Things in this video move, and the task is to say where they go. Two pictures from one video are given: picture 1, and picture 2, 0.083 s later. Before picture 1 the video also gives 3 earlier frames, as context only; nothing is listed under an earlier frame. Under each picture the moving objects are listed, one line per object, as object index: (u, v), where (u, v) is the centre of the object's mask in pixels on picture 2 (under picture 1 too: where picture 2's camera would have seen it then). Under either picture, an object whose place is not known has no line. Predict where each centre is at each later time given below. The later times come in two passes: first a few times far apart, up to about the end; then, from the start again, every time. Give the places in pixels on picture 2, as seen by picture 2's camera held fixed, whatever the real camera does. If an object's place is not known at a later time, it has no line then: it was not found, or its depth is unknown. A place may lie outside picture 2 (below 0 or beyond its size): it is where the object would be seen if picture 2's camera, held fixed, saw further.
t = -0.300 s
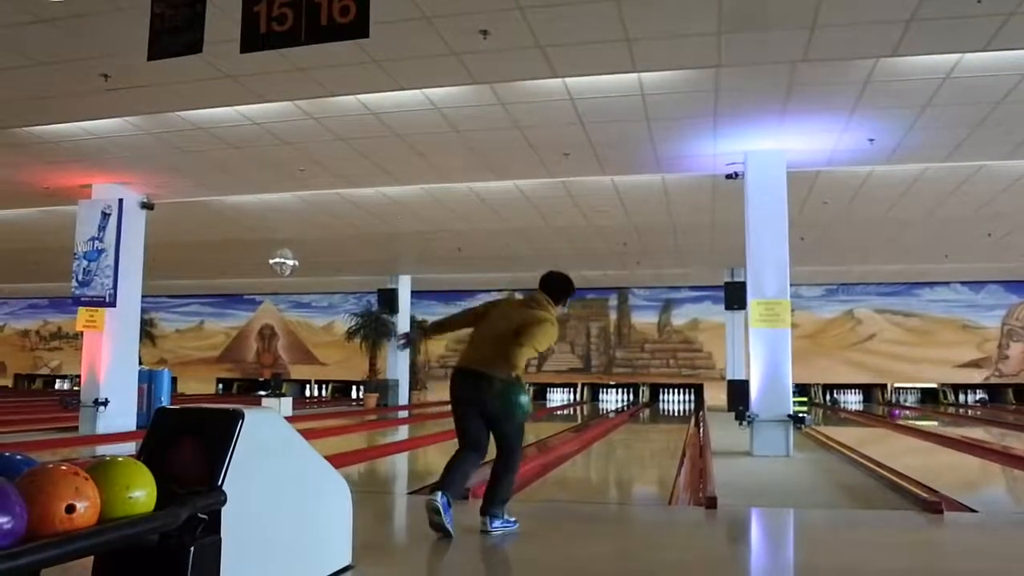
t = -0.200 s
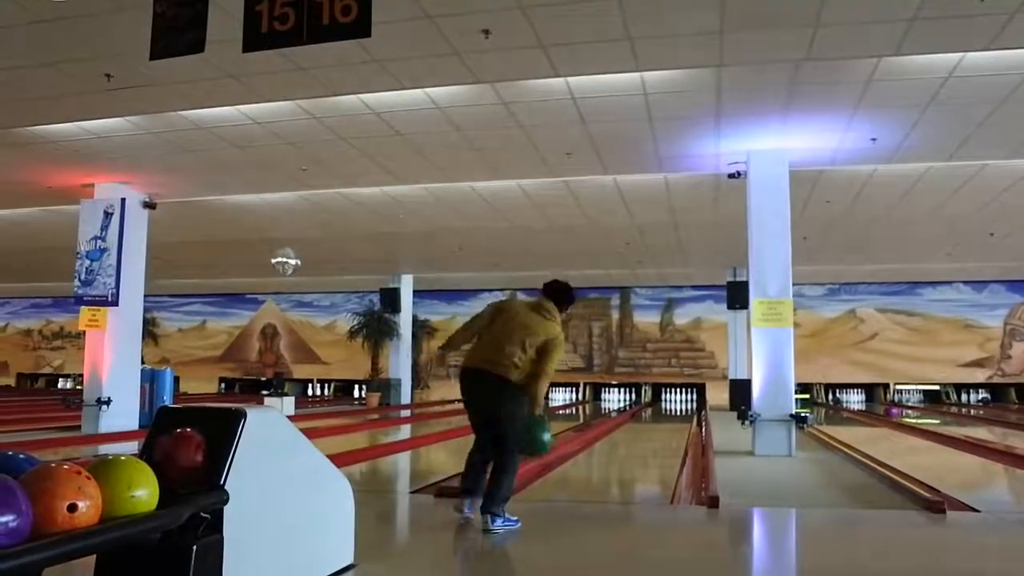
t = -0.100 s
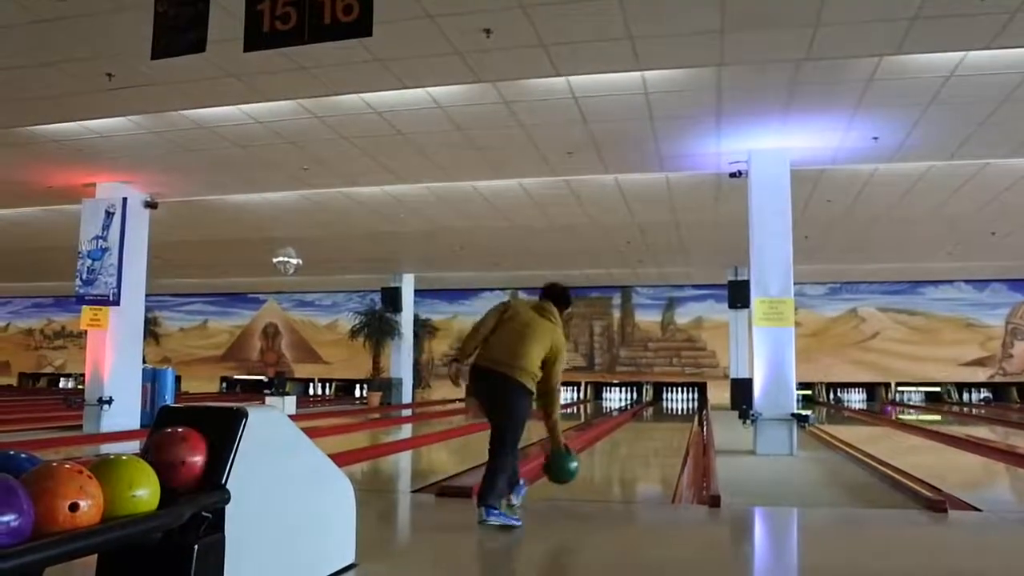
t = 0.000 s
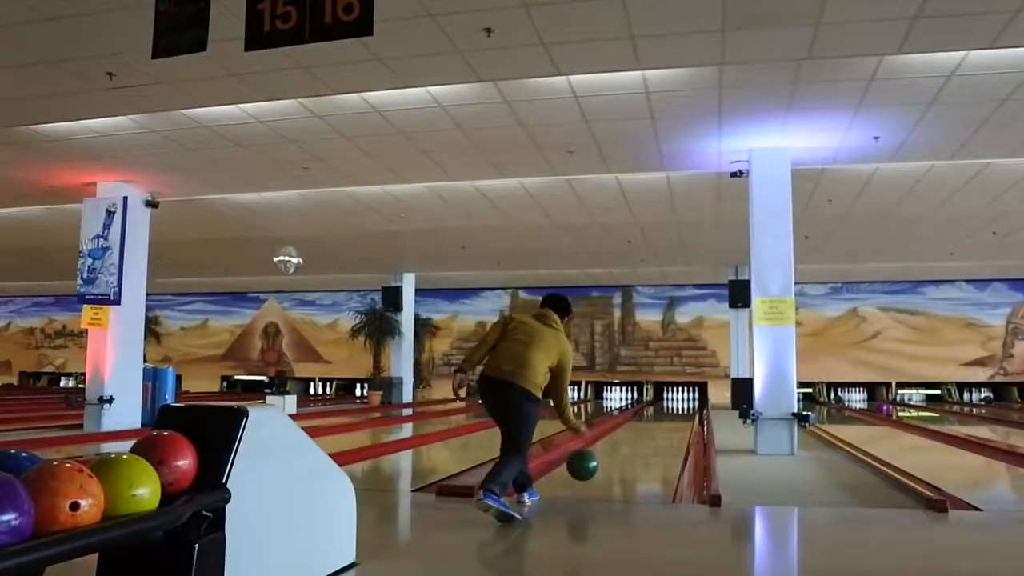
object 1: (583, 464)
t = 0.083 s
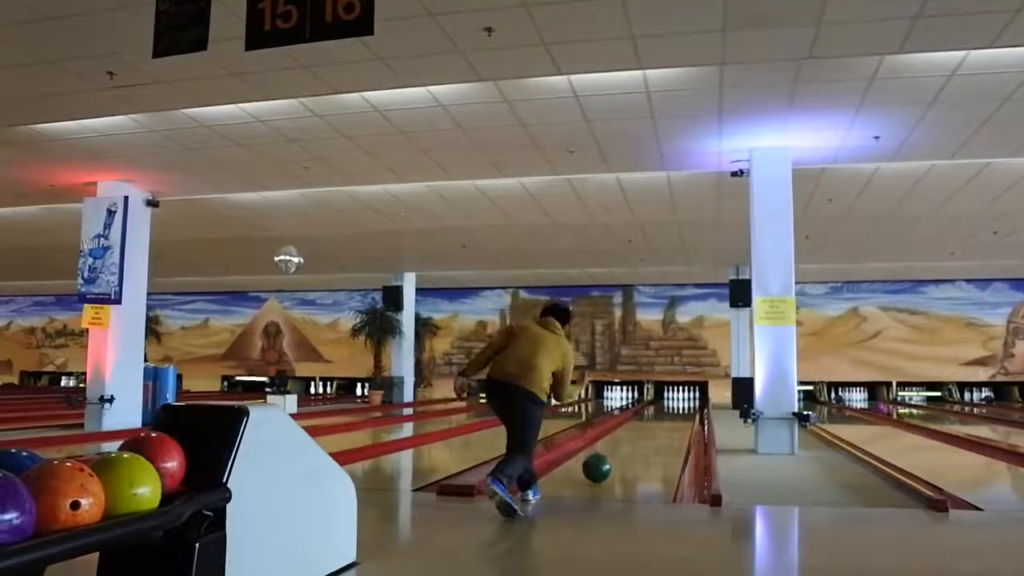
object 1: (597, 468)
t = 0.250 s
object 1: (617, 452)
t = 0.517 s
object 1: (638, 434)
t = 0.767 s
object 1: (651, 424)
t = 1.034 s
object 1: (661, 417)
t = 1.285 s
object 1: (663, 411)
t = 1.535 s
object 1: (673, 408)
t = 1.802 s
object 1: (679, 404)
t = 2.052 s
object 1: (681, 400)
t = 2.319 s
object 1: (685, 397)
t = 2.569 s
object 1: (688, 396)
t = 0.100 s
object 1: (598, 467)
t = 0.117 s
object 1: (601, 464)
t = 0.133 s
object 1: (602, 462)
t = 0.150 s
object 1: (605, 460)
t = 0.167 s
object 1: (607, 459)
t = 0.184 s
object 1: (609, 458)
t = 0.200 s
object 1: (611, 457)
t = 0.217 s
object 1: (613, 455)
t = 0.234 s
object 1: (615, 453)
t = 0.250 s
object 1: (617, 452)
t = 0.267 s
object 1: (618, 450)
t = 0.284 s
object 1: (620, 449)
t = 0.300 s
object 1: (621, 448)
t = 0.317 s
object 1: (623, 447)
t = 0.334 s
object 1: (624, 446)
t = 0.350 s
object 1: (626, 444)
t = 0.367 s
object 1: (627, 443)
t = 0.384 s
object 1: (629, 442)
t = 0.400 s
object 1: (629, 441)
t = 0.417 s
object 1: (631, 440)
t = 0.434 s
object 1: (633, 438)
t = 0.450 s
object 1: (634, 437)
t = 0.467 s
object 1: (634, 437)
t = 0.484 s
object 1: (636, 436)
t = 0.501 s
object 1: (637, 435)
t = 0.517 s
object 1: (638, 434)
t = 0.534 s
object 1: (639, 433)
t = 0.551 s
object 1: (640, 432)
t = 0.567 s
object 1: (640, 432)
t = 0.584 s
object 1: (642, 431)
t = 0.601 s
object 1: (642, 430)
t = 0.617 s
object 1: (643, 430)
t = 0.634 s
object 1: (644, 429)
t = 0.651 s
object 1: (645, 429)
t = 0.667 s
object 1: (646, 428)
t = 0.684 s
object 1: (647, 426)
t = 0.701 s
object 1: (648, 426)
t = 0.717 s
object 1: (649, 425)
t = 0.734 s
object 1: (649, 425)
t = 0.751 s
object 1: (650, 425)
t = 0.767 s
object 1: (651, 424)
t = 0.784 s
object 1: (652, 423)
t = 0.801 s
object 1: (652, 423)
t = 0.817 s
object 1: (653, 422)
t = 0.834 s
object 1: (654, 422)
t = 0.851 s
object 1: (655, 421)
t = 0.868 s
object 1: (655, 421)
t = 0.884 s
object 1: (656, 420)
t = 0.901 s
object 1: (656, 420)
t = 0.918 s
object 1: (657, 419)
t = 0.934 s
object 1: (658, 419)
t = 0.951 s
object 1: (658, 419)
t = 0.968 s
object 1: (659, 418)
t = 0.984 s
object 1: (659, 419)
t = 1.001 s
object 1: (659, 418)
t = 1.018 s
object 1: (660, 417)
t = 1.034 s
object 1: (661, 417)
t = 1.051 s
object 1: (661, 416)
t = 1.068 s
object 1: (662, 415)
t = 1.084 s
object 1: (662, 415)
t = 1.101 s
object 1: (662, 415)
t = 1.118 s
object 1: (662, 415)
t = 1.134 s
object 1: (662, 415)
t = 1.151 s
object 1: (662, 414)
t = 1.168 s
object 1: (662, 413)
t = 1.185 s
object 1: (662, 413)
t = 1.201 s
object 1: (662, 413)
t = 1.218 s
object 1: (662, 412)
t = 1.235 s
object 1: (663, 412)
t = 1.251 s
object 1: (663, 412)
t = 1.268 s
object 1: (663, 412)
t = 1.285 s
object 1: (663, 411)
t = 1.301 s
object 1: (664, 411)
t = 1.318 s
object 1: (664, 411)
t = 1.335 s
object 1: (667, 411)
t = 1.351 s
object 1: (668, 411)
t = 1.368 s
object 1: (668, 411)
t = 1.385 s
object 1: (670, 412)
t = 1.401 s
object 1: (671, 409)
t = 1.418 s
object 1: (671, 408)
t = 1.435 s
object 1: (672, 408)
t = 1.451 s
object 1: (672, 408)
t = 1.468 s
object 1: (672, 408)
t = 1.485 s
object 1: (672, 408)
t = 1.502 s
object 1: (673, 408)
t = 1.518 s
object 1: (673, 408)
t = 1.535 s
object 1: (673, 408)
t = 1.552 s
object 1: (674, 407)
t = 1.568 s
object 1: (674, 407)
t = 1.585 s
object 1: (674, 407)
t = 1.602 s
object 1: (675, 406)
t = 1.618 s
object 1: (675, 406)
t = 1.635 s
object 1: (675, 406)
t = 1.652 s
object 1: (676, 404)
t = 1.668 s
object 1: (676, 405)
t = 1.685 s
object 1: (677, 404)
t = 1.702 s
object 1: (677, 404)
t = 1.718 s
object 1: (677, 404)
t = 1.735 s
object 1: (677, 404)
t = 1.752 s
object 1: (678, 404)
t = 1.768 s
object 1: (678, 404)
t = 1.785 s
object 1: (678, 404)
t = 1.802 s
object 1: (679, 404)
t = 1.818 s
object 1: (679, 404)
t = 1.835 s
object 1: (679, 404)
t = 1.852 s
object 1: (680, 403)
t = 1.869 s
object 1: (680, 402)
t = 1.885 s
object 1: (680, 402)
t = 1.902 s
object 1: (680, 402)
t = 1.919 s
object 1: (680, 402)
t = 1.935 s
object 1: (680, 402)
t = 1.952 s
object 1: (680, 402)
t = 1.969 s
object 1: (681, 401)
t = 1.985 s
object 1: (681, 401)
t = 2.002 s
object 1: (681, 400)
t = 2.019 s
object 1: (681, 400)
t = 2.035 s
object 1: (681, 400)
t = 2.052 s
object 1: (681, 400)
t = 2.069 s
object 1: (681, 400)
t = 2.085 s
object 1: (681, 400)
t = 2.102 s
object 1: (682, 400)
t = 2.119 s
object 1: (682, 399)
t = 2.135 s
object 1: (683, 399)
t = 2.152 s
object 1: (684, 399)
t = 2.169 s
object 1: (683, 399)
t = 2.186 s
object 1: (684, 398)
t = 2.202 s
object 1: (684, 398)
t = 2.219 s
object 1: (685, 398)
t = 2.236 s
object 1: (685, 397)
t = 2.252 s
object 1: (685, 397)
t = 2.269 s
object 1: (685, 398)
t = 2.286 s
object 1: (685, 397)
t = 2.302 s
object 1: (685, 397)
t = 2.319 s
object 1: (685, 397)
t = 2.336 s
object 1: (685, 397)
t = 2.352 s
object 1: (685, 397)
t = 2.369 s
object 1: (685, 397)
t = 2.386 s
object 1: (686, 397)
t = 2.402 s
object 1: (686, 397)
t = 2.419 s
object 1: (686, 397)
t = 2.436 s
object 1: (686, 397)
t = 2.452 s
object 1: (686, 397)
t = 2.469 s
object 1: (686, 397)
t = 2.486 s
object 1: (686, 397)
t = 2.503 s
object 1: (686, 396)
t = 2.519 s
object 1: (686, 396)
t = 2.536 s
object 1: (686, 396)
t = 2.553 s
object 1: (688, 396)
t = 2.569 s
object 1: (688, 396)
